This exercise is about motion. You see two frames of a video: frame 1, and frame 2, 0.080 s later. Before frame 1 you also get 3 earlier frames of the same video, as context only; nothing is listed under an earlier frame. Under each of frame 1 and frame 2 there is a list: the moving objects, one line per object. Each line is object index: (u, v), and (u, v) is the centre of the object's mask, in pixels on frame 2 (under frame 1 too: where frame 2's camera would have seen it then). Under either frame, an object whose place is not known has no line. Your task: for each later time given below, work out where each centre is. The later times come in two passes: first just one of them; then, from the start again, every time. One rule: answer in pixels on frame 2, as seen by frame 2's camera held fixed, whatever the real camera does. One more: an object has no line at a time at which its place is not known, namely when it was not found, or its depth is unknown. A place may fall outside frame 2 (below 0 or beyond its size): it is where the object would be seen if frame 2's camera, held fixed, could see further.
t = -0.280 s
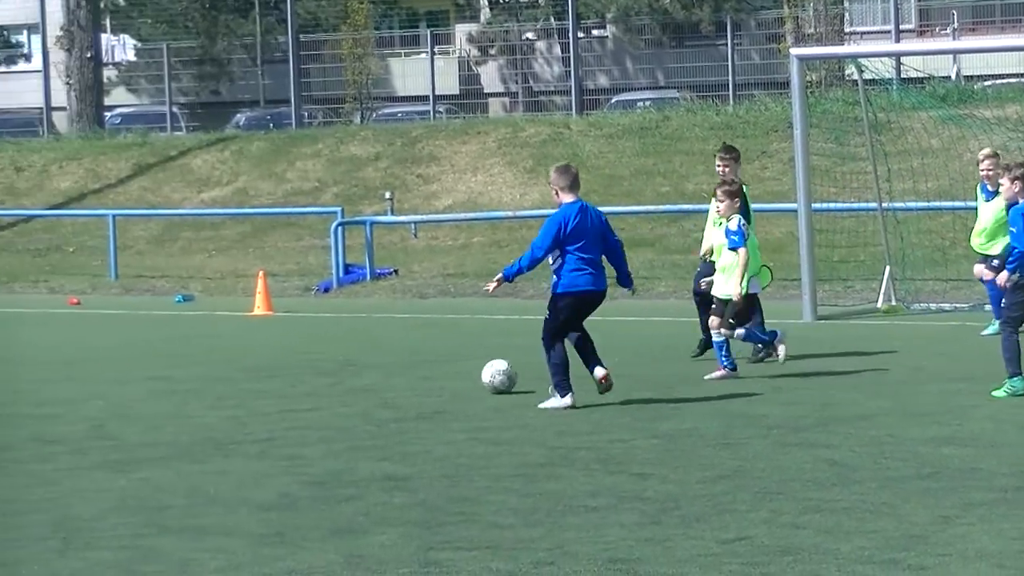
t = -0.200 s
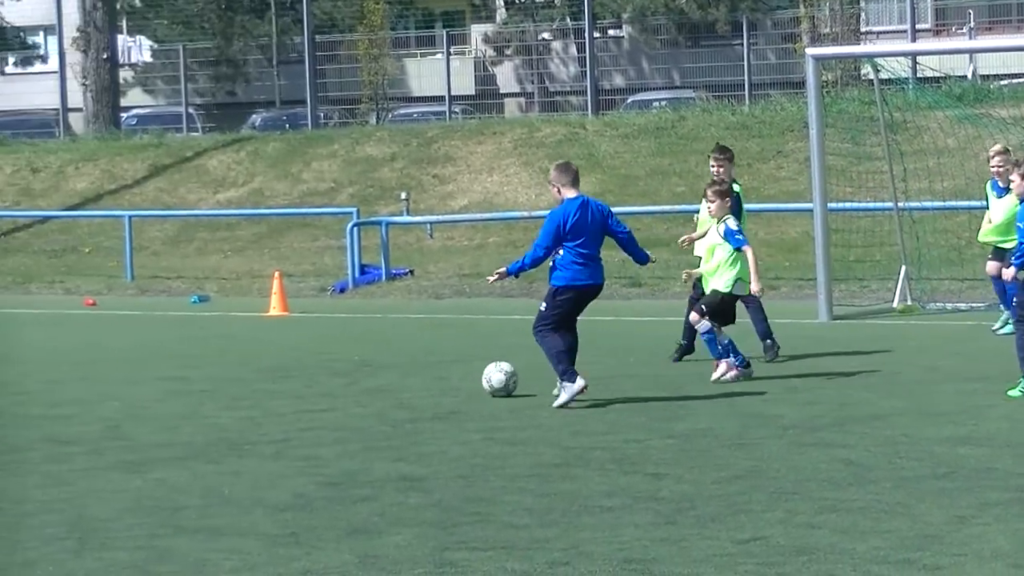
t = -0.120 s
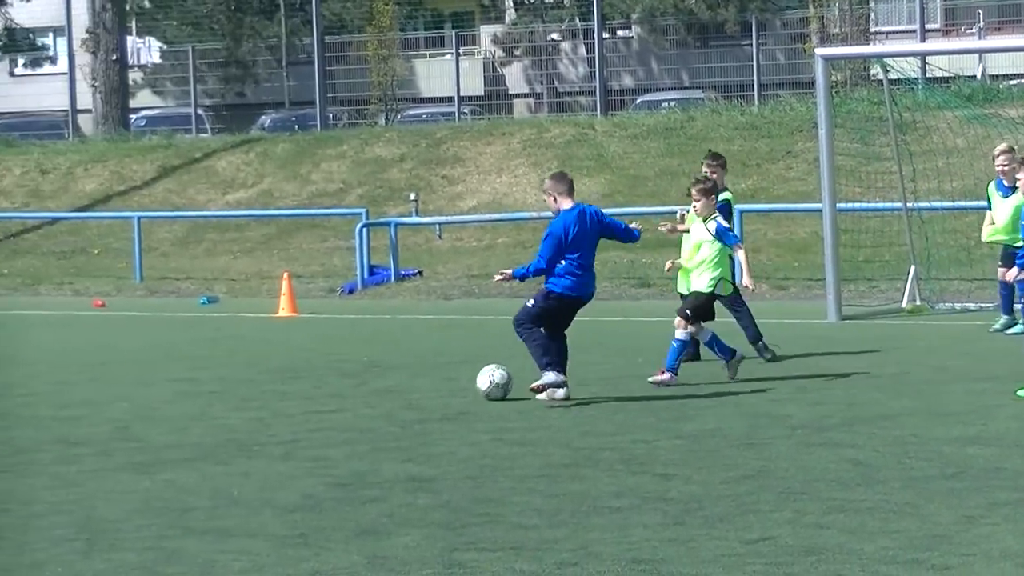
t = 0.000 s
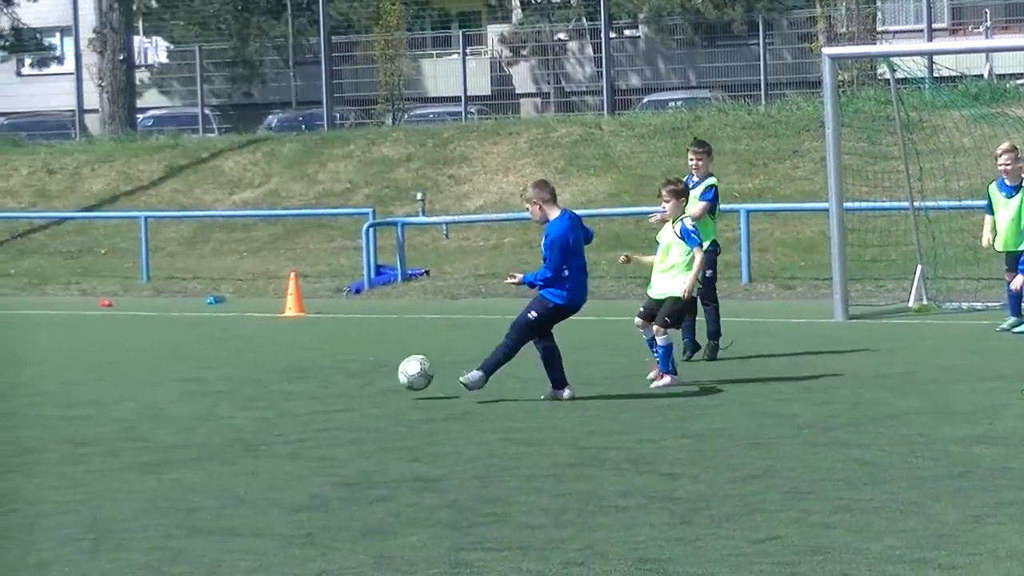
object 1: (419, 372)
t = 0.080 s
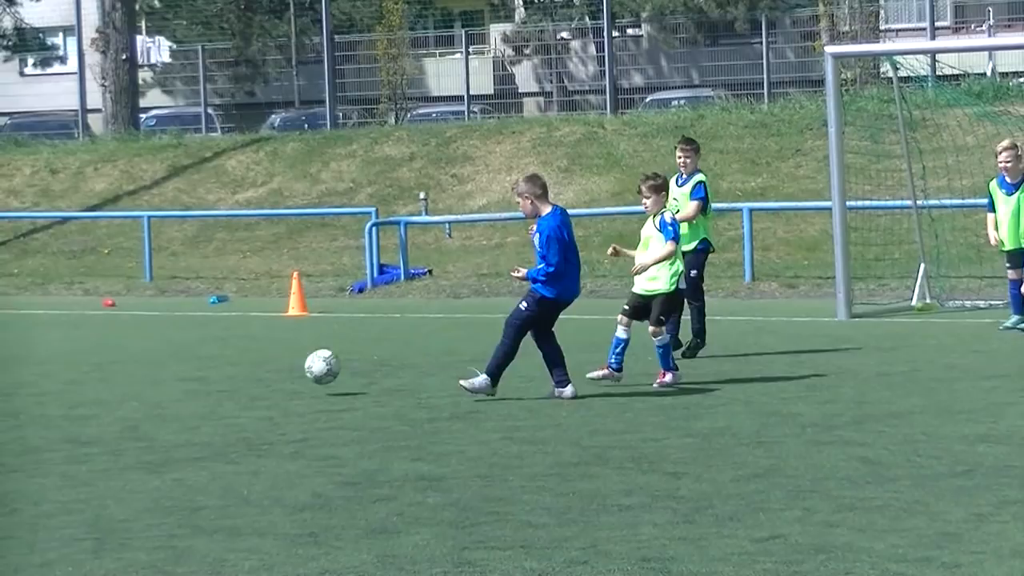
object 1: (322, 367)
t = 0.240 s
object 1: (151, 368)
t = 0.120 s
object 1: (275, 368)
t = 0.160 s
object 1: (231, 372)
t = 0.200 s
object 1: (189, 374)
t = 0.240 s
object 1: (151, 368)
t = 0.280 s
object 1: (113, 363)
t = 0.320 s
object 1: (74, 360)
